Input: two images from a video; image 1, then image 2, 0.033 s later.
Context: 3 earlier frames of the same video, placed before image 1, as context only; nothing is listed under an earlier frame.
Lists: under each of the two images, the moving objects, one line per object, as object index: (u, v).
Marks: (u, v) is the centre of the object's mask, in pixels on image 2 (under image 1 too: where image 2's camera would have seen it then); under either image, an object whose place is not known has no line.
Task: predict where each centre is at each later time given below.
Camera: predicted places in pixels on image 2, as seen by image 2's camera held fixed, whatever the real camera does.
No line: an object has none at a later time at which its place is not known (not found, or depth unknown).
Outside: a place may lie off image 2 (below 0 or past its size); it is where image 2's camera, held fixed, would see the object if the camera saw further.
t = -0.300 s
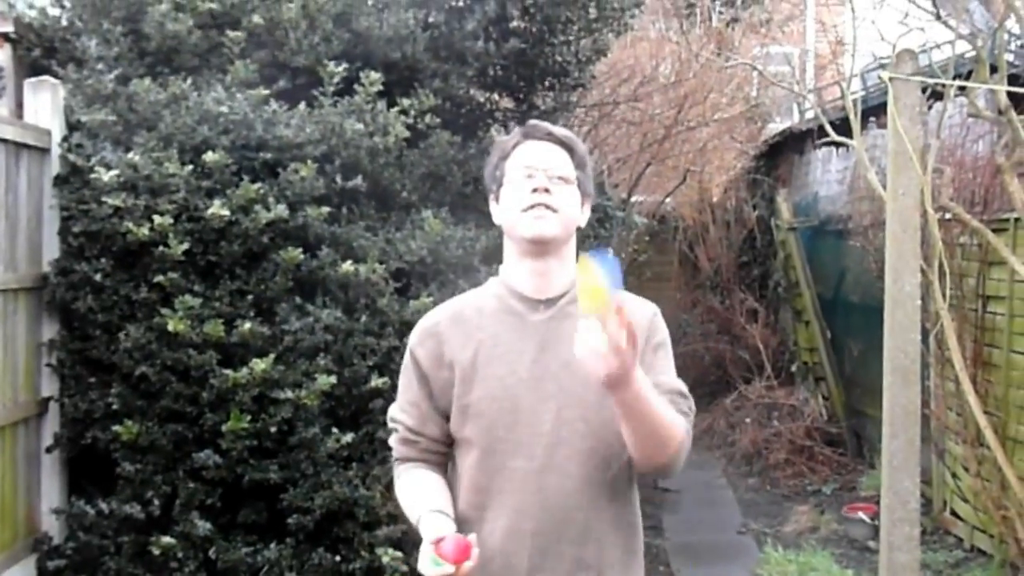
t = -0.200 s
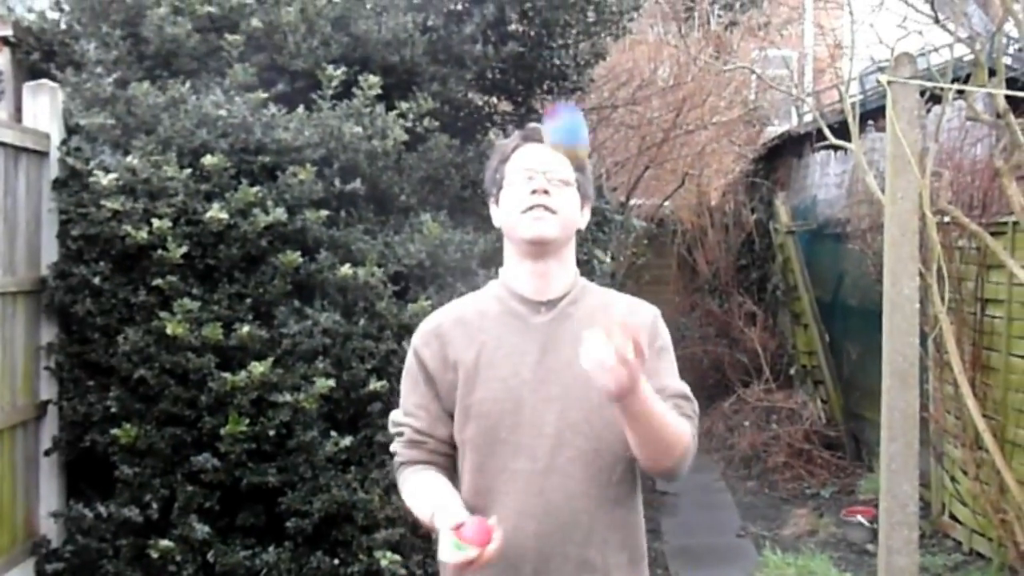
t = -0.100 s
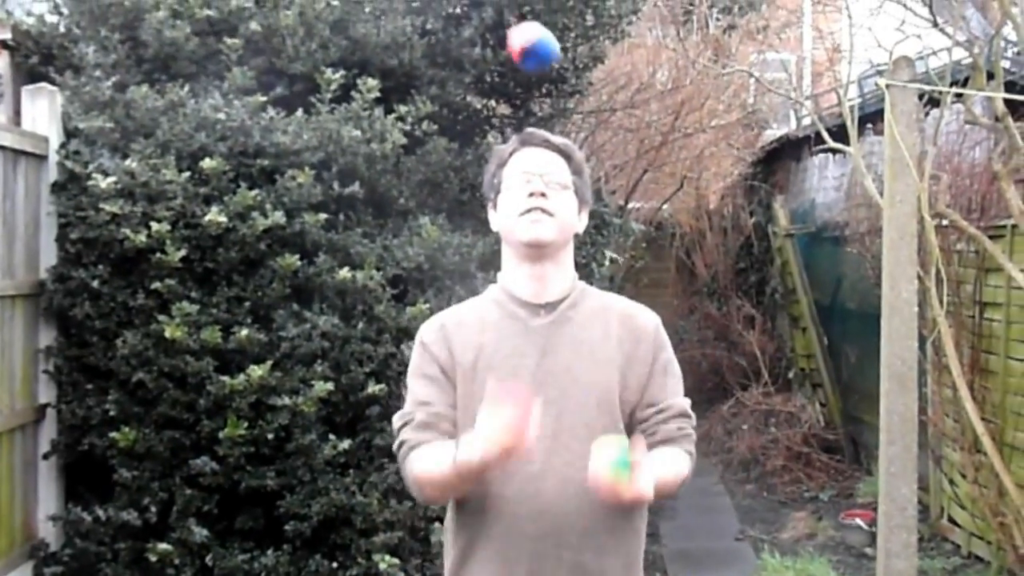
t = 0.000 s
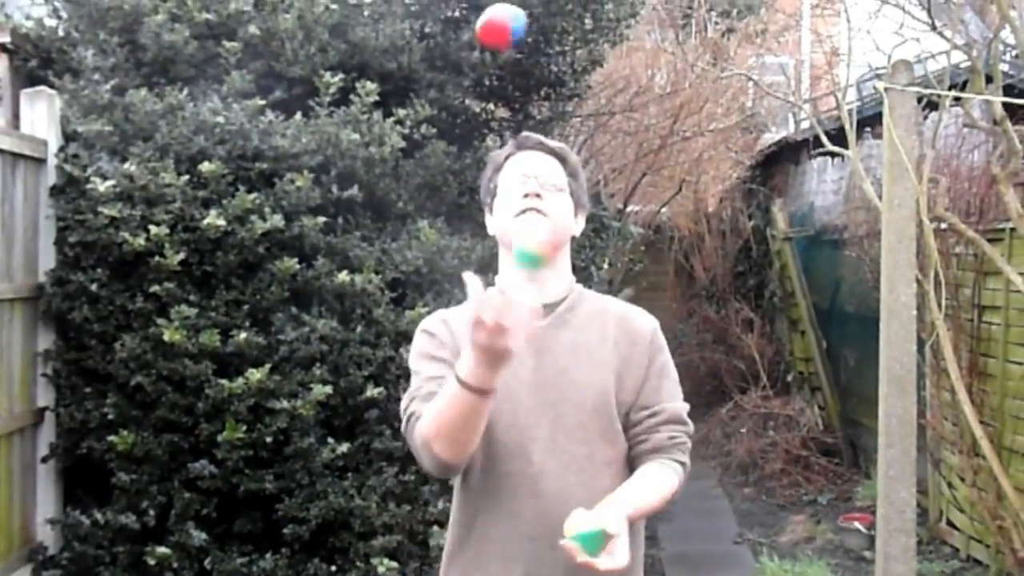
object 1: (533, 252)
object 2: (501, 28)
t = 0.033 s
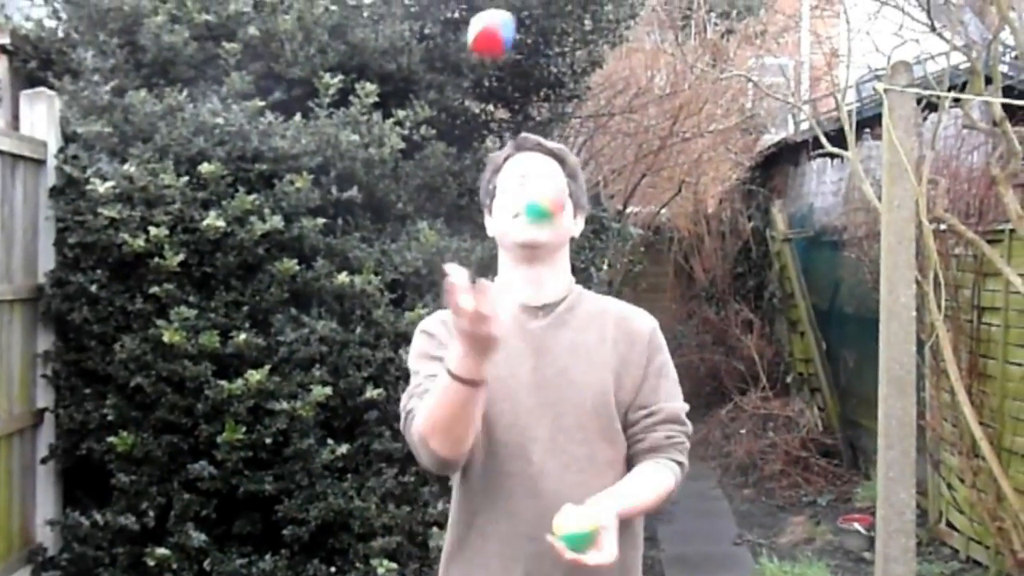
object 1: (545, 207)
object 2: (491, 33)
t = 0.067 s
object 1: (555, 161)
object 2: (481, 47)
